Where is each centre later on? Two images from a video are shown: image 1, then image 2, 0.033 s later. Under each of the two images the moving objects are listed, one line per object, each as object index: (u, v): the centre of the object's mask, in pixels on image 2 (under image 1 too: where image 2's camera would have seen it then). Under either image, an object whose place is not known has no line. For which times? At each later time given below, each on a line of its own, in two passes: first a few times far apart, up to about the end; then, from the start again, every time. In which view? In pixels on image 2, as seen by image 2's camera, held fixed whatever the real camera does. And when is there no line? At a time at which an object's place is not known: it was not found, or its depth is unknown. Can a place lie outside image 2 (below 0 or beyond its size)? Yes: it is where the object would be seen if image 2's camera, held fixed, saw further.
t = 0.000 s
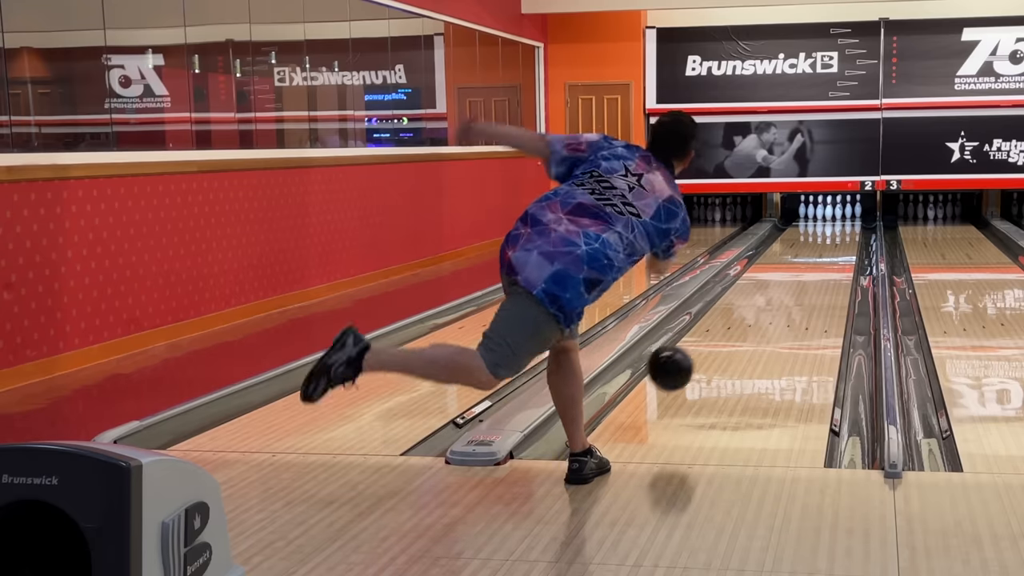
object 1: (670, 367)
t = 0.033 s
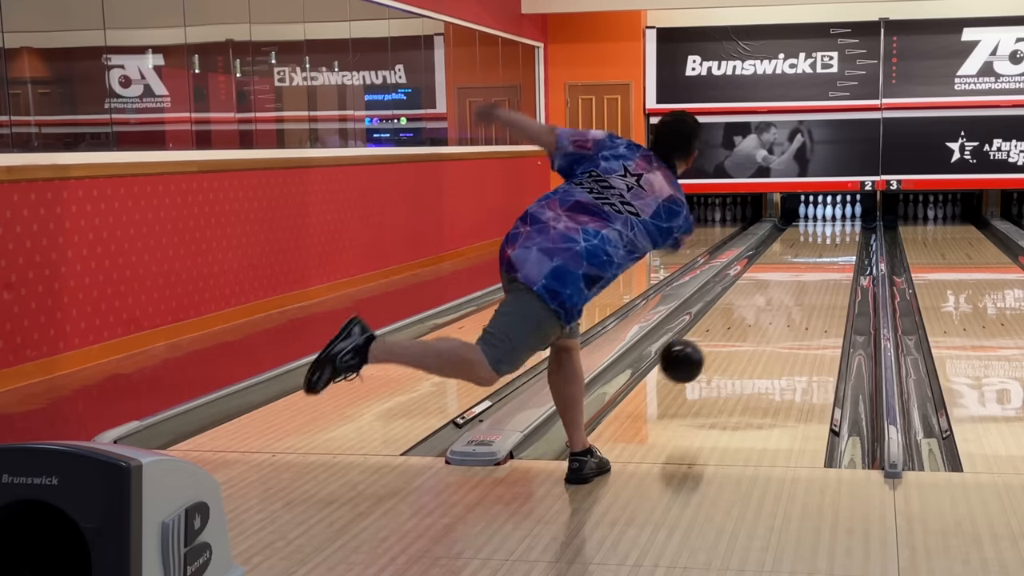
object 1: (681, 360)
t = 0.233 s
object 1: (733, 346)
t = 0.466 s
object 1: (773, 311)
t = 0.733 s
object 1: (803, 282)
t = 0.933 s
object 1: (819, 266)
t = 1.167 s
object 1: (832, 251)
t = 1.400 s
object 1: (842, 240)
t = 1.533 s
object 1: (846, 234)
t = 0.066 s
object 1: (692, 356)
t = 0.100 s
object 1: (701, 354)
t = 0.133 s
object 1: (710, 354)
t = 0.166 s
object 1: (718, 357)
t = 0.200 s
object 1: (726, 354)
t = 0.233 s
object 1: (733, 346)
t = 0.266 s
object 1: (740, 339)
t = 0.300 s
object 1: (747, 335)
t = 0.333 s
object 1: (752, 330)
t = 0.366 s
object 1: (758, 325)
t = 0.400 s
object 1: (763, 321)
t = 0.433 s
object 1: (768, 316)
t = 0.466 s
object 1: (773, 311)
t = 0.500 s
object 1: (778, 308)
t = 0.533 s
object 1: (782, 303)
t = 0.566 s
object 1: (786, 299)
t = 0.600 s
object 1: (790, 296)
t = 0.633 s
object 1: (793, 292)
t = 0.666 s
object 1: (797, 289)
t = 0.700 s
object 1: (800, 285)
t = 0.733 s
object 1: (803, 282)
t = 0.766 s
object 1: (806, 279)
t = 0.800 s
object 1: (809, 276)
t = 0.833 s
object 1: (812, 273)
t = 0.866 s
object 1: (814, 271)
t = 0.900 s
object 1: (816, 268)
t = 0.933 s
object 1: (819, 266)
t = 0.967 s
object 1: (821, 263)
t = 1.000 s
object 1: (823, 261)
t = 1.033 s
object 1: (825, 259)
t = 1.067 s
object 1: (827, 257)
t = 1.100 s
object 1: (829, 255)
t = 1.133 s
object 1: (830, 253)
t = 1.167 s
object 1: (832, 251)
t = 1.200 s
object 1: (834, 249)
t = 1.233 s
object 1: (835, 248)
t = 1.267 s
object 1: (837, 246)
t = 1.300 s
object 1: (838, 244)
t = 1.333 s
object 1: (839, 243)
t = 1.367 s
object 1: (841, 241)
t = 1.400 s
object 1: (842, 240)
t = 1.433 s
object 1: (843, 238)
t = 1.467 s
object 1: (844, 237)
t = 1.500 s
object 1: (845, 235)
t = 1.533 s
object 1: (846, 234)
